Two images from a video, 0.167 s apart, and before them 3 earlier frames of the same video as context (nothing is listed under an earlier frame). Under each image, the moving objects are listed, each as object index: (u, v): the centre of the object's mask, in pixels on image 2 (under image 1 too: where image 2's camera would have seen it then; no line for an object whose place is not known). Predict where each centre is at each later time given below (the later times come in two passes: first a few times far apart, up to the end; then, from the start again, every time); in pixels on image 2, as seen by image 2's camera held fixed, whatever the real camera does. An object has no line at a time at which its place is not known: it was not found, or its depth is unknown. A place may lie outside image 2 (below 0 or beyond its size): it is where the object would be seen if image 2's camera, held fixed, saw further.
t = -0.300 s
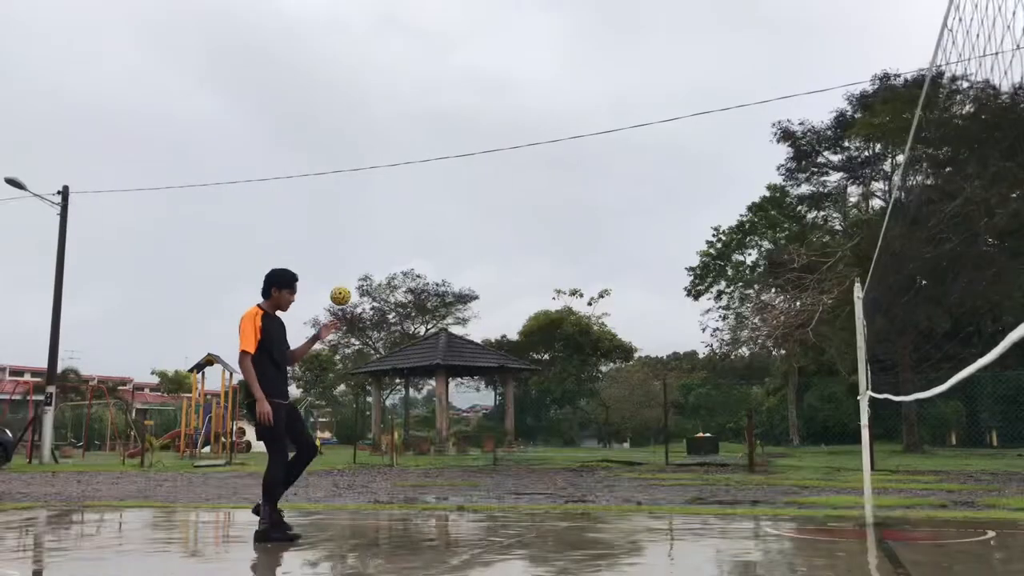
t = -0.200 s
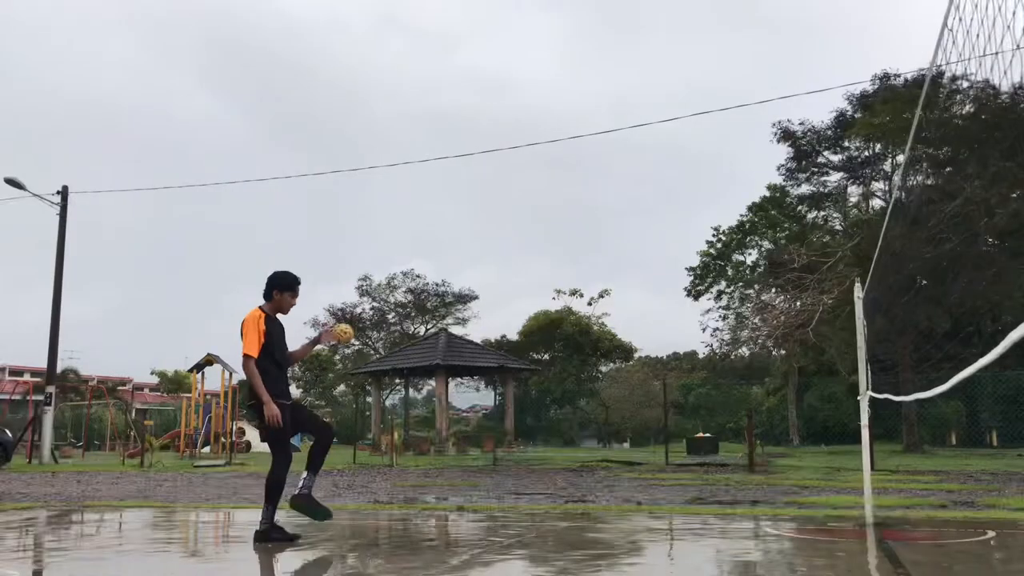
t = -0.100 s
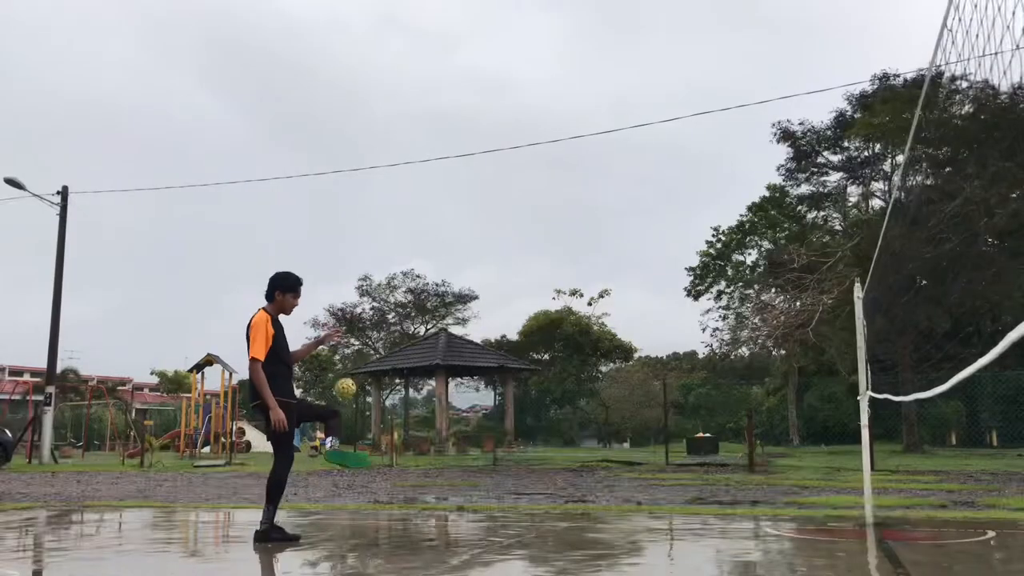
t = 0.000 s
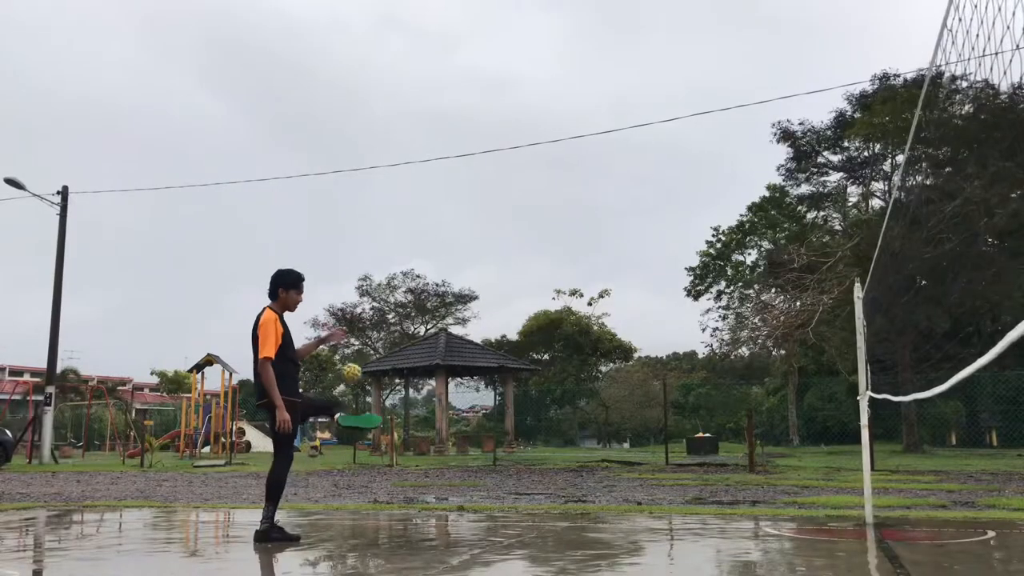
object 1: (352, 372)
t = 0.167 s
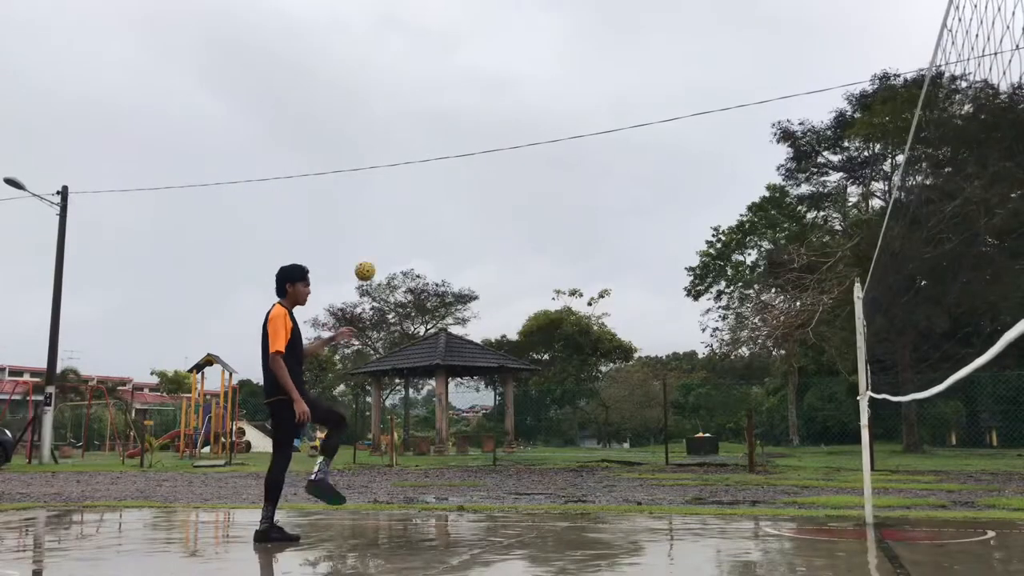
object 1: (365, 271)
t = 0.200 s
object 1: (367, 256)
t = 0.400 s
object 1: (381, 201)
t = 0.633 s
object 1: (397, 211)
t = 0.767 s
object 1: (405, 250)
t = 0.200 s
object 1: (367, 256)
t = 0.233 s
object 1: (369, 243)
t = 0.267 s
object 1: (372, 231)
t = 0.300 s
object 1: (374, 221)
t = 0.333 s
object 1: (377, 213)
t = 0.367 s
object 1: (379, 206)
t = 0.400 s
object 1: (381, 201)
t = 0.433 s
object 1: (383, 198)
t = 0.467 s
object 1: (386, 196)
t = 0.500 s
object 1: (388, 196)
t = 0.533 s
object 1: (390, 197)
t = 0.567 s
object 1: (392, 200)
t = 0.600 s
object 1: (394, 205)
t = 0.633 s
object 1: (397, 211)
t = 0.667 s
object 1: (399, 219)
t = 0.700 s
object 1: (401, 228)
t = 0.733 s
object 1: (403, 238)
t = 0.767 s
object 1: (405, 250)
